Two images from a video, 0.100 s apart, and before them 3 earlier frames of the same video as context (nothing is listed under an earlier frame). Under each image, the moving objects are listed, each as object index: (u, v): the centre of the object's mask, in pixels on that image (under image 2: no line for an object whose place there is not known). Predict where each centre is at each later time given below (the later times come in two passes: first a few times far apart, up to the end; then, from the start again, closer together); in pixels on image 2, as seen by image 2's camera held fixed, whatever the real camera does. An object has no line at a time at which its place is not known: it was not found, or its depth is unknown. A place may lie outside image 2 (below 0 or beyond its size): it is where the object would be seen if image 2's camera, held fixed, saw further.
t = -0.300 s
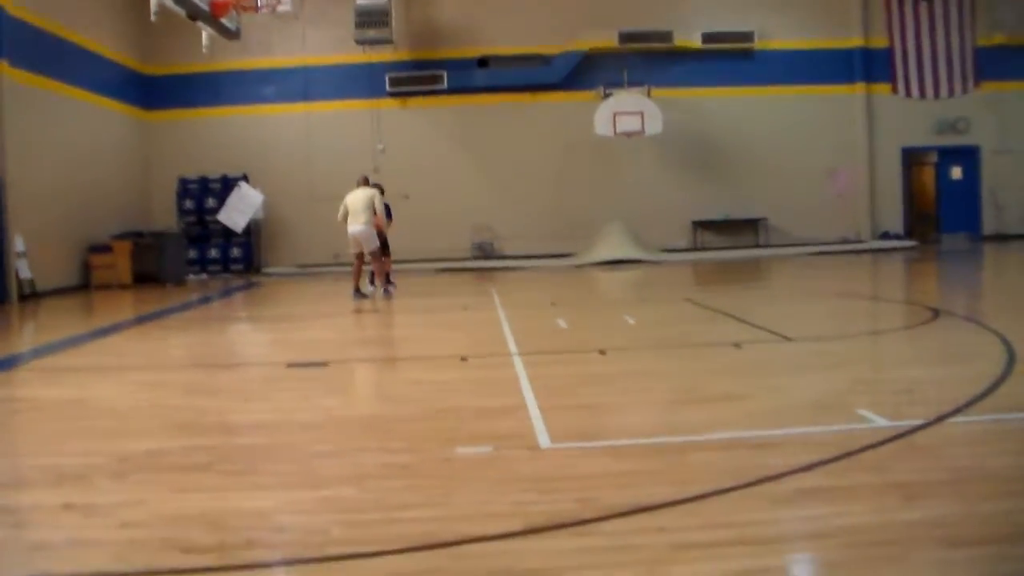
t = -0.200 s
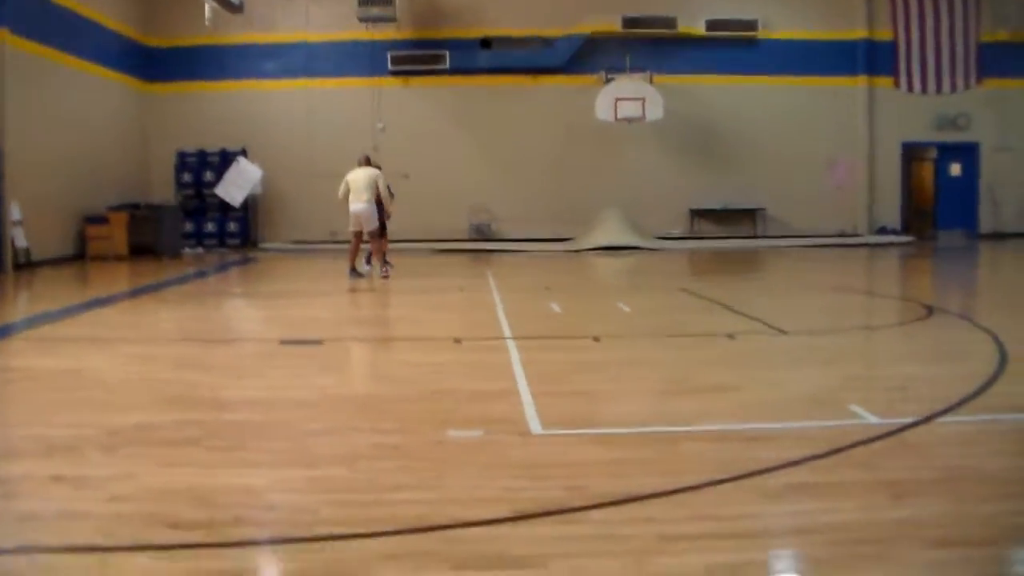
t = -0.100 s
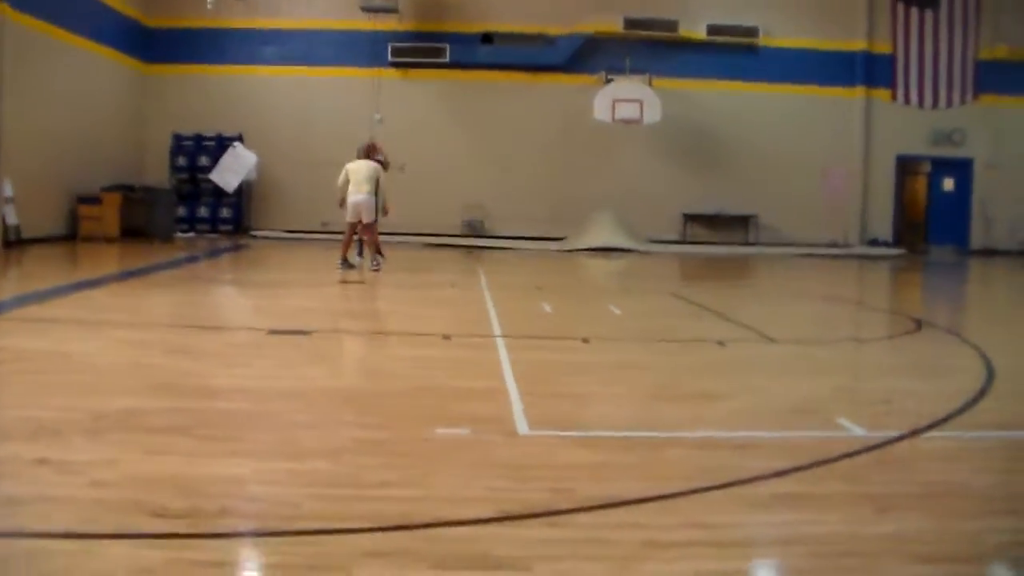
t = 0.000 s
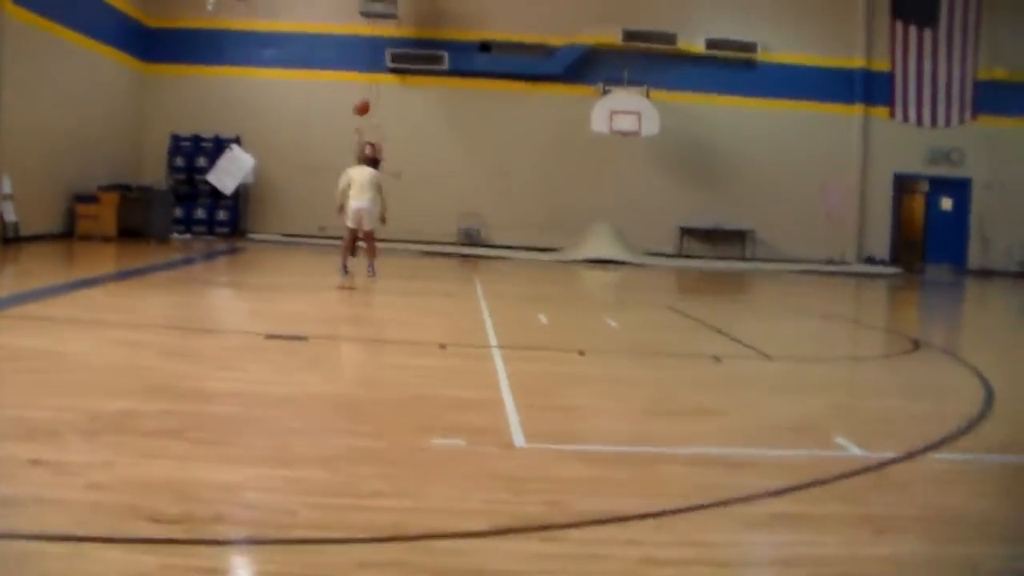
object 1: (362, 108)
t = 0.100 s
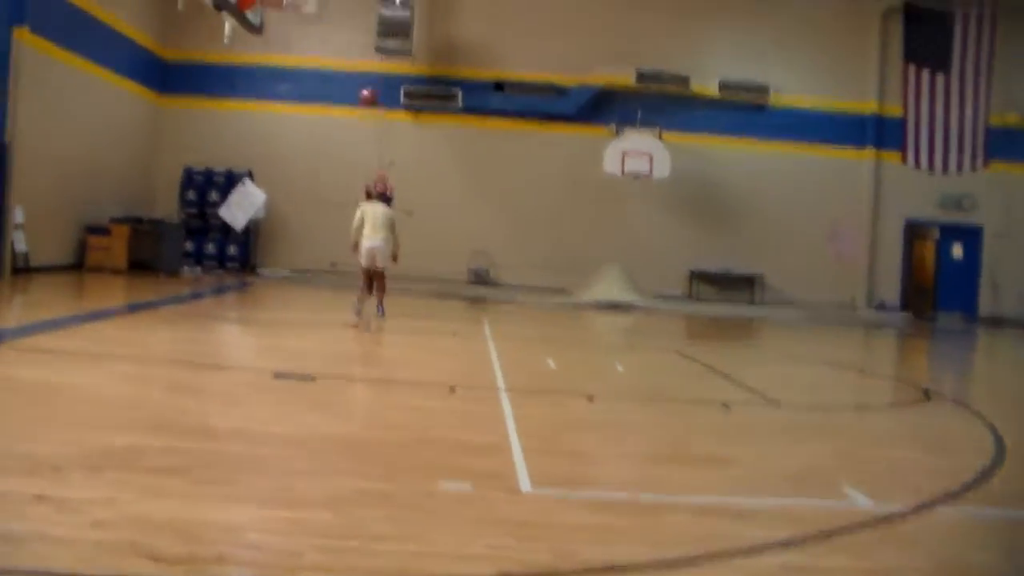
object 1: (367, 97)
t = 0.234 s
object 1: (360, 40)
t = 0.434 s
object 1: (342, -28)
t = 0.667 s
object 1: (312, -73)
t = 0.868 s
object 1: (279, -67)
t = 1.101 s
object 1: (241, -27)
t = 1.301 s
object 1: (262, -5)
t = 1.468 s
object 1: (277, 52)
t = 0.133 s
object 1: (366, 81)
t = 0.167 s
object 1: (367, 68)
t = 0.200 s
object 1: (364, 54)
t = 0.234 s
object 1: (360, 40)
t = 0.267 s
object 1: (357, 27)
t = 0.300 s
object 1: (354, 14)
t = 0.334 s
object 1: (351, 1)
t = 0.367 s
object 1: (350, -7)
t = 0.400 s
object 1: (347, -17)
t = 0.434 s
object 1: (342, -28)
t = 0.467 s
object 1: (338, -37)
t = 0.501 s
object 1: (335, -44)
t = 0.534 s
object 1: (331, -52)
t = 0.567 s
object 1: (327, -59)
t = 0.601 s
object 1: (323, -64)
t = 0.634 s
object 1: (317, -69)
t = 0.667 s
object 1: (312, -73)
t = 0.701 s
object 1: (307, -75)
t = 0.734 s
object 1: (302, -76)
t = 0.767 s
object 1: (299, -77)
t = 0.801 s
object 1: (296, -77)
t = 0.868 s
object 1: (279, -67)
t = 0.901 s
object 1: (274, -63)
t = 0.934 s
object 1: (265, -58)
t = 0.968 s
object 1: (259, -53)
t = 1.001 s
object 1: (252, -44)
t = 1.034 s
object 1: (244, -34)
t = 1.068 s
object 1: (238, -27)
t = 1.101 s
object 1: (241, -27)
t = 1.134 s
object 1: (244, -26)
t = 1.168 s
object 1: (246, -25)
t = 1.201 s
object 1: (250, -23)
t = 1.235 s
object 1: (255, -17)
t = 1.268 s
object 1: (258, -11)
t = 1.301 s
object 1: (262, -5)
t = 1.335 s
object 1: (264, 4)
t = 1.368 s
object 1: (266, 12)
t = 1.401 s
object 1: (271, 25)
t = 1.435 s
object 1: (274, 37)
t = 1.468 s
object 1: (277, 52)
